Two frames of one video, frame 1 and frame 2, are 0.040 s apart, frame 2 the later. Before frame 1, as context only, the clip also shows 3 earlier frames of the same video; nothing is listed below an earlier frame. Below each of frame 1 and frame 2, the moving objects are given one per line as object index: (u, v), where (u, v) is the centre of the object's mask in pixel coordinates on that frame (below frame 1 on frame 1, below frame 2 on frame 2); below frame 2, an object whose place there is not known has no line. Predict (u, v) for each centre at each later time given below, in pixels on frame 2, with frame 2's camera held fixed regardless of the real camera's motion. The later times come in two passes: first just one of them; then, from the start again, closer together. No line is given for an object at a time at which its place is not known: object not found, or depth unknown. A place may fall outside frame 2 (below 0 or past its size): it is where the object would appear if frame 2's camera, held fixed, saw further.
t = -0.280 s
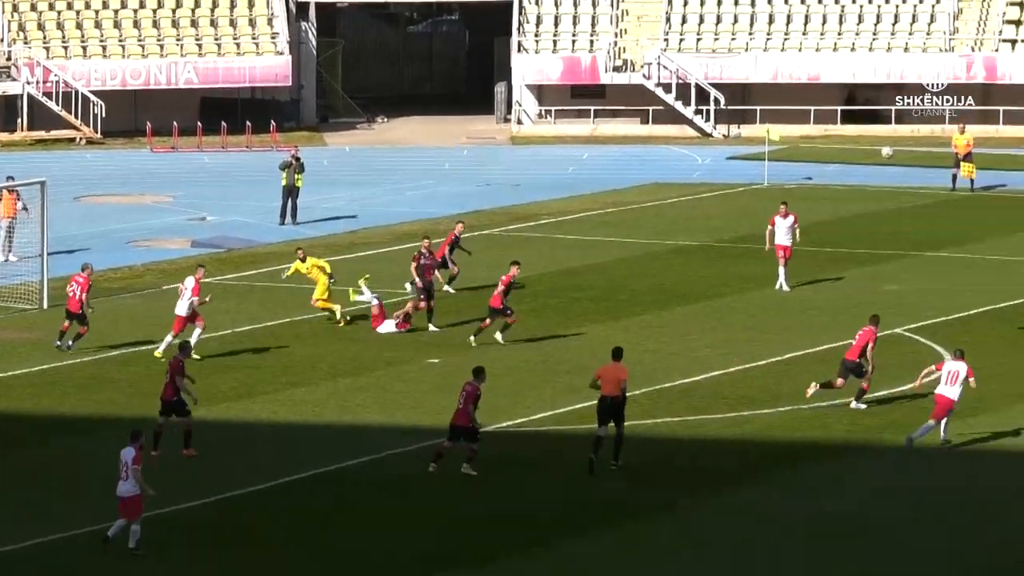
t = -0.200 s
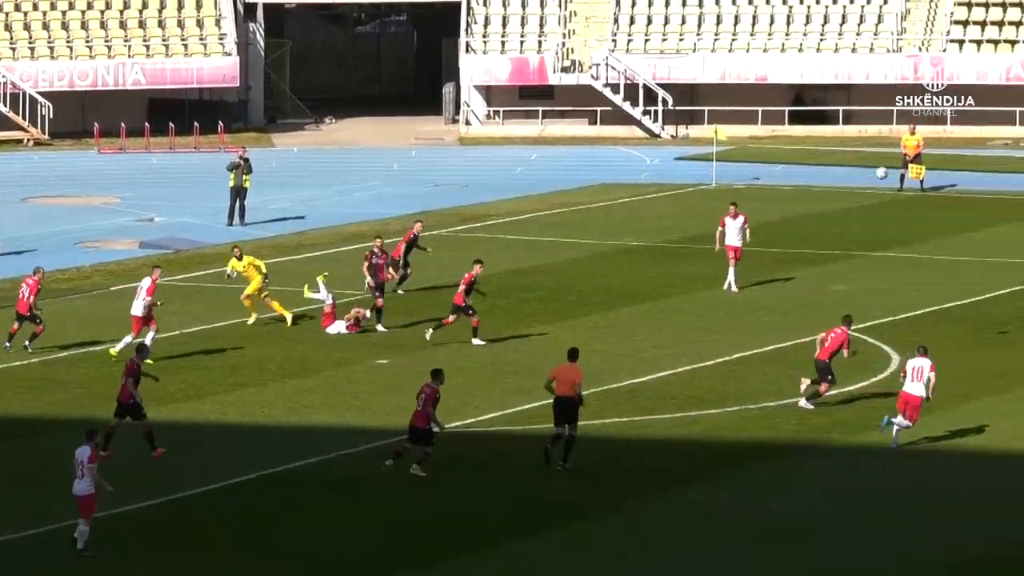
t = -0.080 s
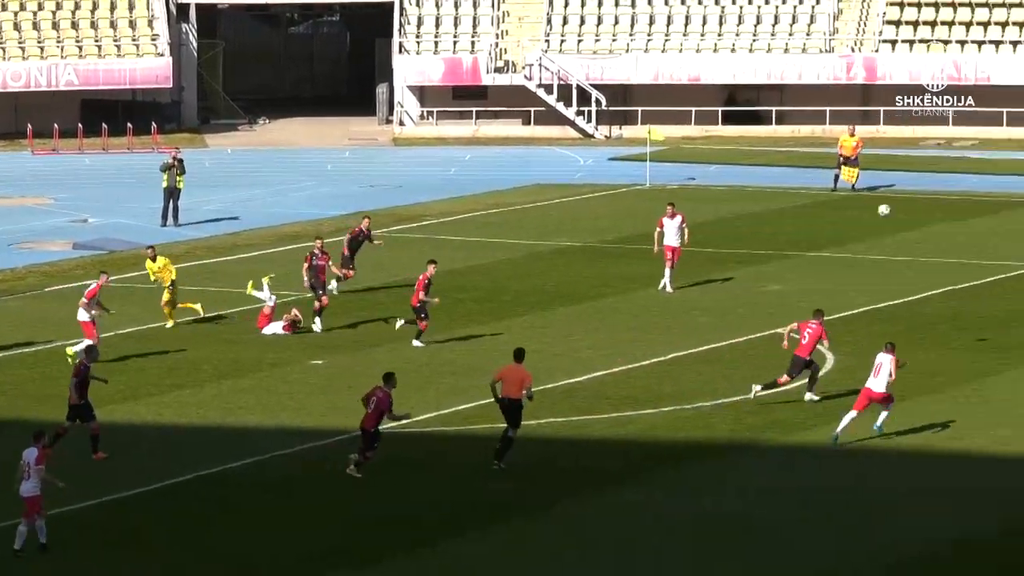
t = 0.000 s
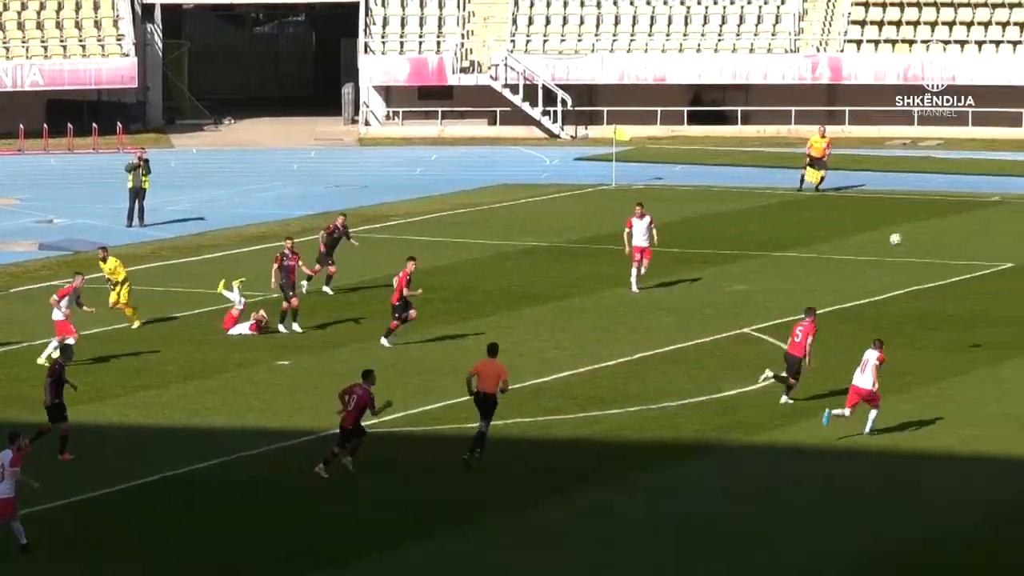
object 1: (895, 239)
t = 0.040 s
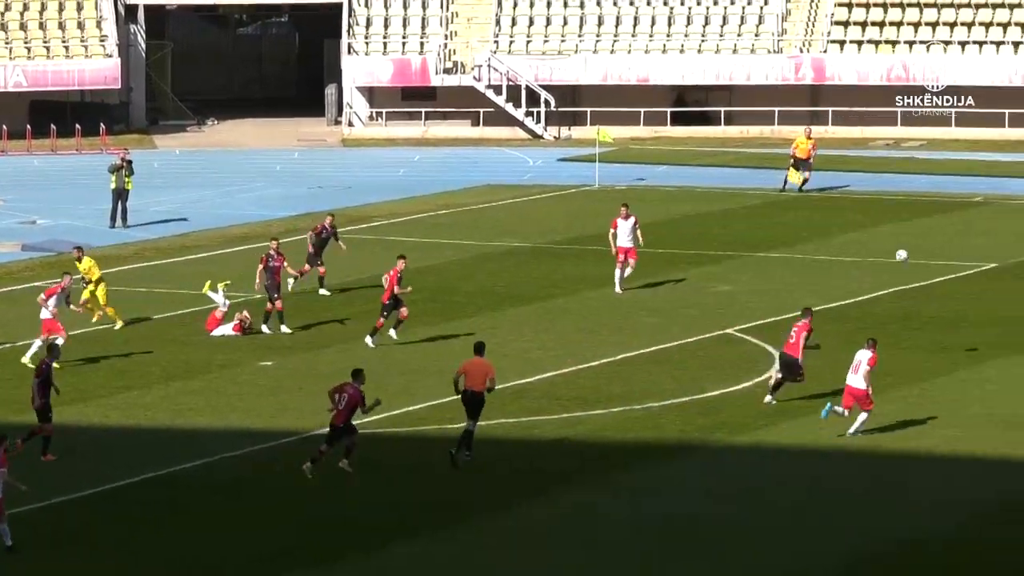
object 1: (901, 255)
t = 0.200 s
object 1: (994, 327)
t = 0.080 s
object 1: (924, 272)
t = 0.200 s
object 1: (994, 327)
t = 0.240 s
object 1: (1018, 348)
